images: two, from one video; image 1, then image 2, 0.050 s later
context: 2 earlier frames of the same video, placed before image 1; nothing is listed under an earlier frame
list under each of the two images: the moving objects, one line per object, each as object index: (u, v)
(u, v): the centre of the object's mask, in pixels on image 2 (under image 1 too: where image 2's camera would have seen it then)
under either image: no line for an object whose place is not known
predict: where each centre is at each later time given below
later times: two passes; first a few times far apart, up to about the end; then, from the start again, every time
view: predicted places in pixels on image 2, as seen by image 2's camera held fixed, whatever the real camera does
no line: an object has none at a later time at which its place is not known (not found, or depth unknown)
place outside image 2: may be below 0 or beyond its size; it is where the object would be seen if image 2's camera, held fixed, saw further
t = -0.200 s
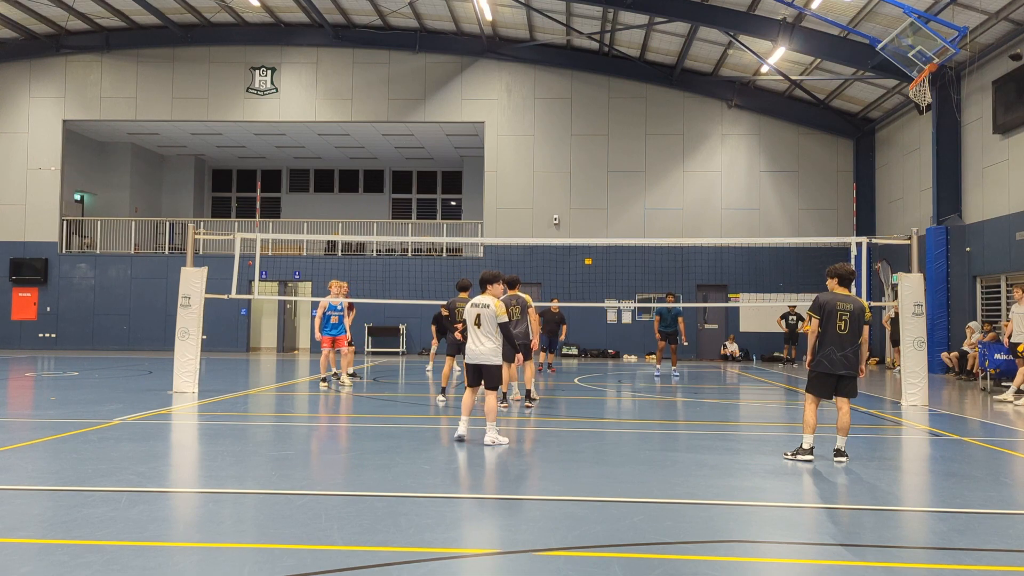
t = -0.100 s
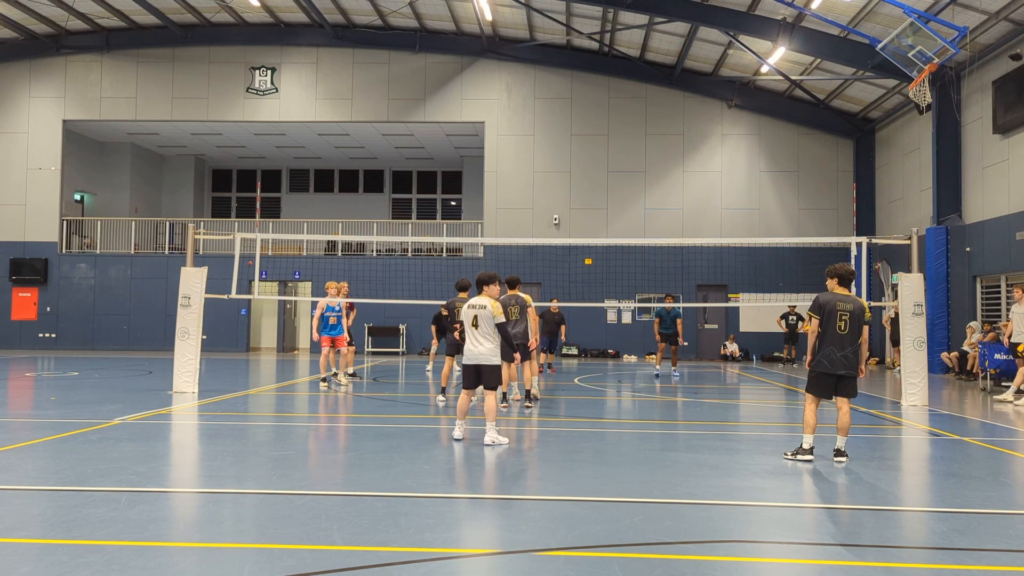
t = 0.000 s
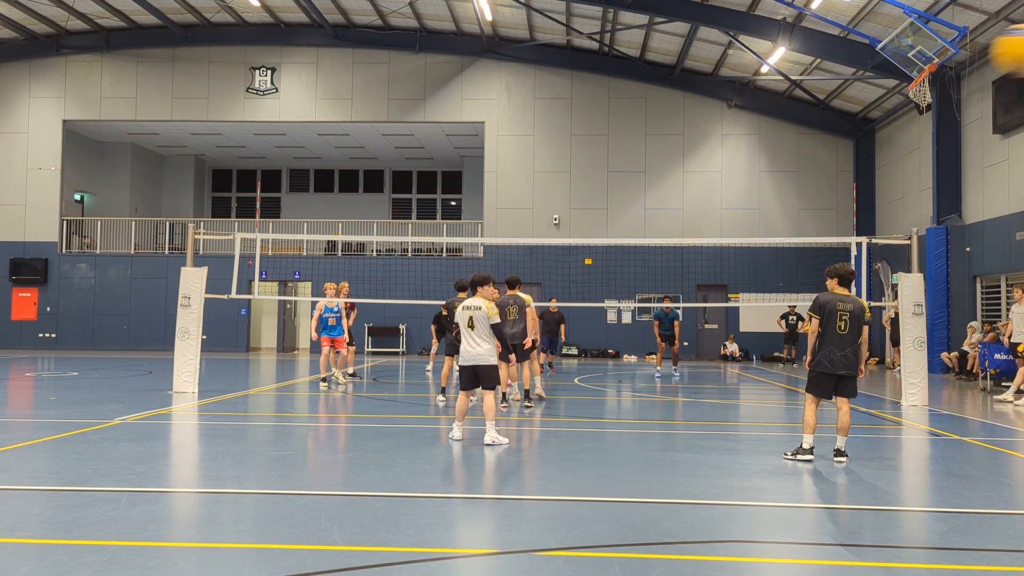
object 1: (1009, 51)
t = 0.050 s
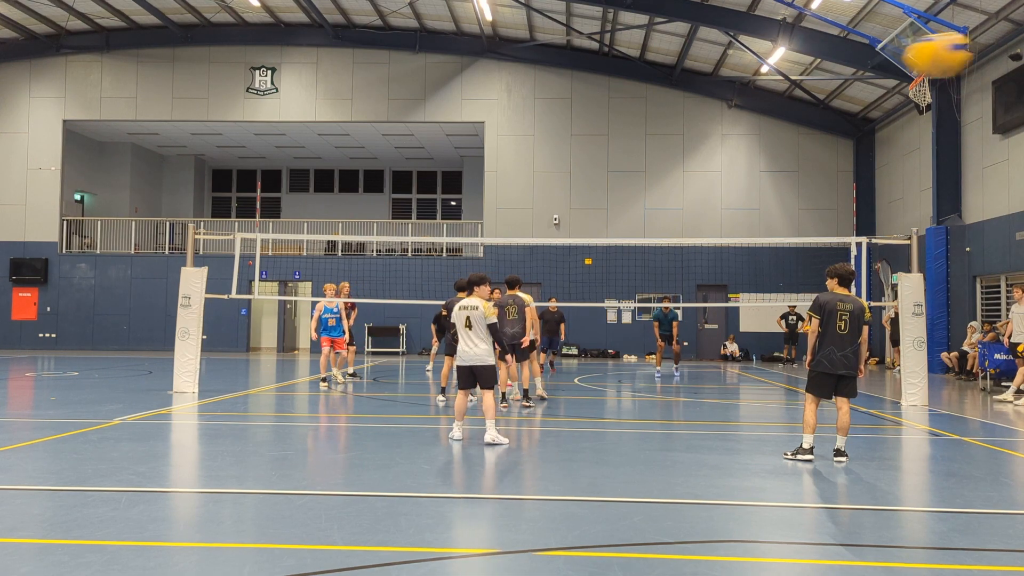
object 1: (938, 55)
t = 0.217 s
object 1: (767, 87)
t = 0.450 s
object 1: (668, 148)
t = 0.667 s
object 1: (620, 206)
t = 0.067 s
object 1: (912, 57)
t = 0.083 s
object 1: (890, 60)
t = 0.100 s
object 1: (870, 62)
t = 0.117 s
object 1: (852, 65)
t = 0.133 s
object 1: (835, 68)
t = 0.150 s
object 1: (819, 71)
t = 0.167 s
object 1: (805, 75)
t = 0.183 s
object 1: (791, 79)
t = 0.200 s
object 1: (778, 84)
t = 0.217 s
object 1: (767, 87)
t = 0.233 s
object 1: (756, 91)
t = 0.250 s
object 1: (747, 95)
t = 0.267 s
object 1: (738, 99)
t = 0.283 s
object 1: (730, 102)
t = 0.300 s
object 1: (722, 106)
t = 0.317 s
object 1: (714, 111)
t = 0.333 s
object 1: (707, 115)
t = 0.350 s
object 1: (701, 120)
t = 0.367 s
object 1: (695, 124)
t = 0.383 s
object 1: (688, 129)
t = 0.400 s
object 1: (683, 133)
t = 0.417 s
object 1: (678, 138)
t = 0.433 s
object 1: (673, 143)
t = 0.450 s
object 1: (668, 148)
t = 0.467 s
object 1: (664, 153)
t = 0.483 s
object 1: (659, 158)
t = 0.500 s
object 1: (656, 162)
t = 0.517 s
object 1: (652, 167)
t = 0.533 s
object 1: (648, 171)
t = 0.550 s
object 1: (644, 176)
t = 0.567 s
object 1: (640, 181)
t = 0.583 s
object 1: (637, 185)
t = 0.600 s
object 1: (633, 190)
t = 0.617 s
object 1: (630, 193)
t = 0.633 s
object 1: (627, 198)
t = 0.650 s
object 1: (623, 202)
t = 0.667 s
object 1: (620, 206)
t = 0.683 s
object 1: (617, 210)
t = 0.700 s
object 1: (614, 215)
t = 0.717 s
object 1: (611, 219)
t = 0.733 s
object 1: (608, 223)
